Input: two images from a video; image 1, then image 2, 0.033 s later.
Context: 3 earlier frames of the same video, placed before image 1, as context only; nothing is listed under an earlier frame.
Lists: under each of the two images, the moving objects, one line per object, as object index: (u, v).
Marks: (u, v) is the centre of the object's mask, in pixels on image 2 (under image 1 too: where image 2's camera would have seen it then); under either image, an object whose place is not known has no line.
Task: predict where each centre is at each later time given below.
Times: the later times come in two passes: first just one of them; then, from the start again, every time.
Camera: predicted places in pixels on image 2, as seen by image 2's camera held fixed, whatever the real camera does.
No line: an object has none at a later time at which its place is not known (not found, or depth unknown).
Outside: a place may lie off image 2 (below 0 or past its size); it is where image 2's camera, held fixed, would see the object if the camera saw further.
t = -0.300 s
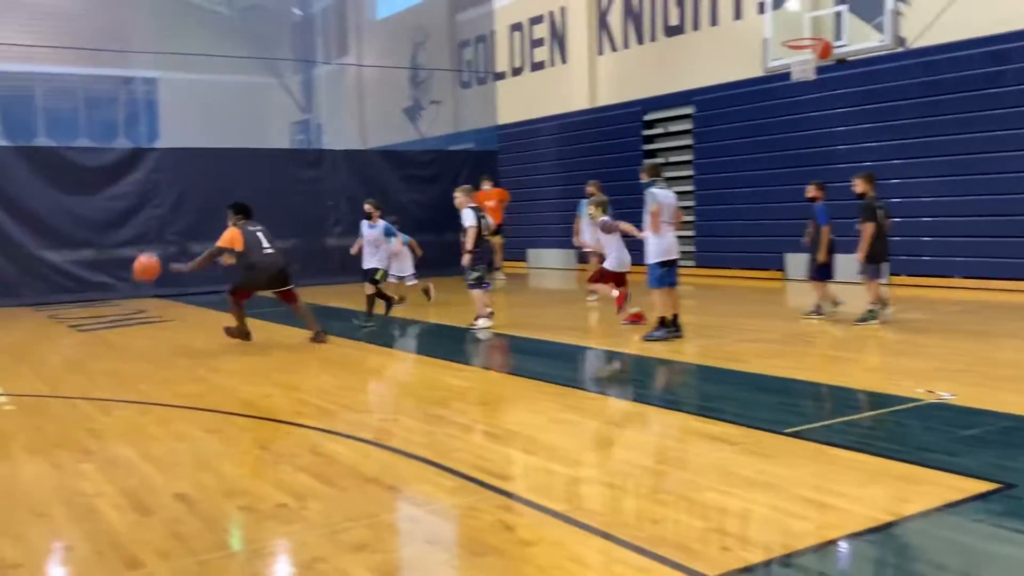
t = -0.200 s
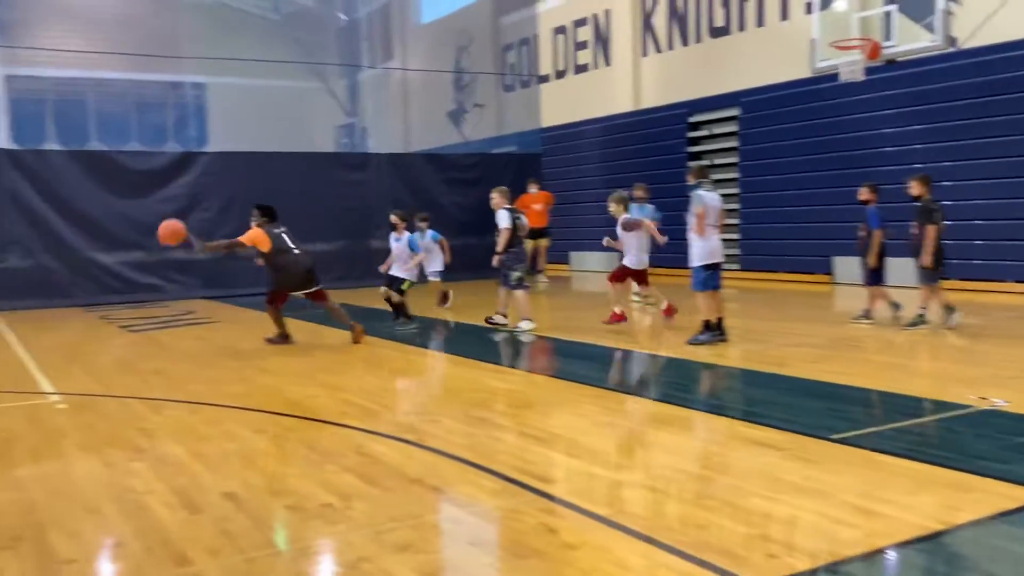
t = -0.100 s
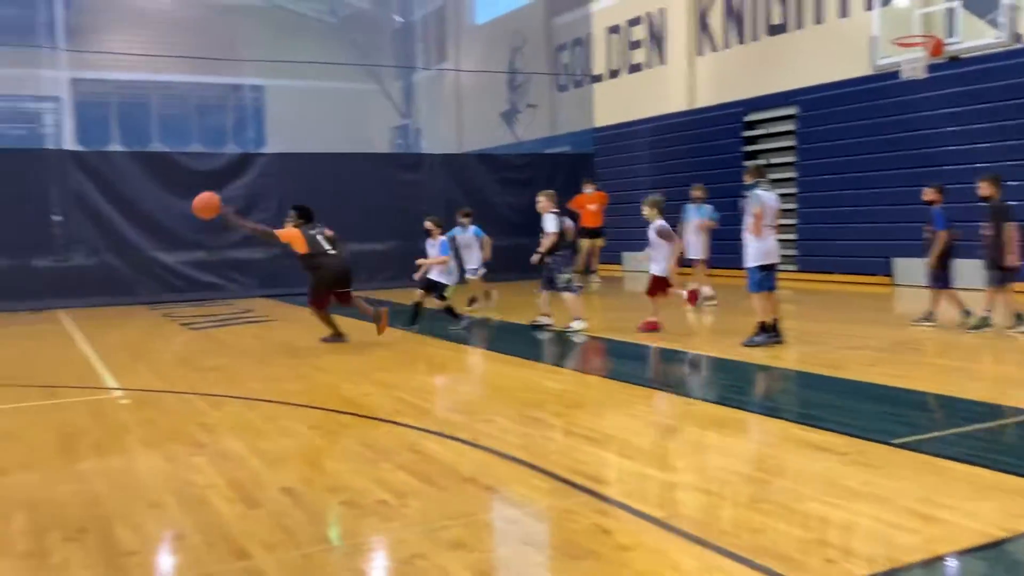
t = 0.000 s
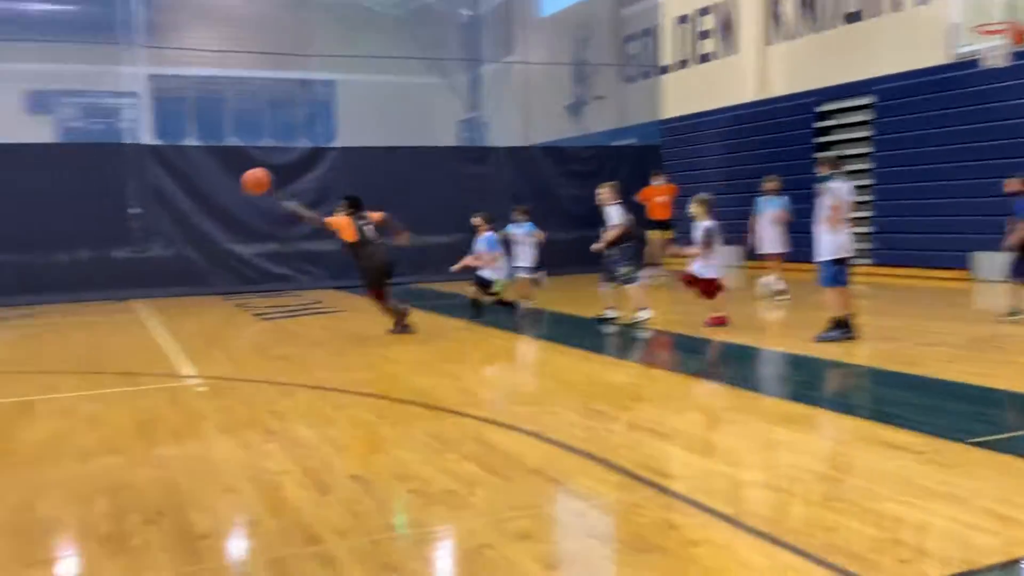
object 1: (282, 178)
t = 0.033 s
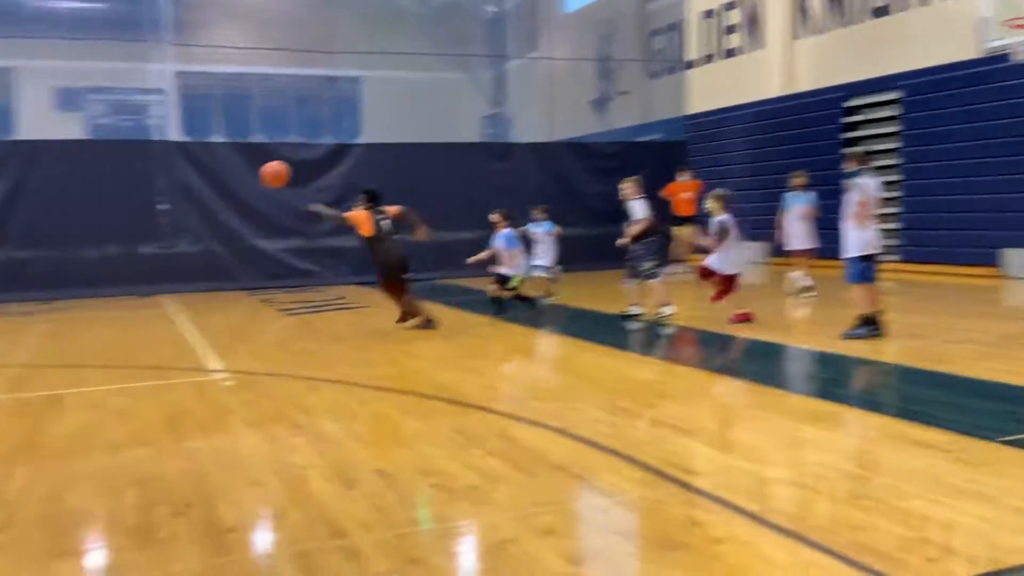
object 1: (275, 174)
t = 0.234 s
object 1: (235, 180)
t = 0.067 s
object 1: (268, 172)
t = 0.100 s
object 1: (262, 171)
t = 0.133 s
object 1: (255, 171)
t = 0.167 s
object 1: (249, 173)
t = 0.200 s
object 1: (243, 175)
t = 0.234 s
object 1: (235, 180)
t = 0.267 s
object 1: (228, 184)
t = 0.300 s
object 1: (221, 191)
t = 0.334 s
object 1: (214, 199)
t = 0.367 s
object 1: (207, 208)
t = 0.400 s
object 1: (200, 218)
